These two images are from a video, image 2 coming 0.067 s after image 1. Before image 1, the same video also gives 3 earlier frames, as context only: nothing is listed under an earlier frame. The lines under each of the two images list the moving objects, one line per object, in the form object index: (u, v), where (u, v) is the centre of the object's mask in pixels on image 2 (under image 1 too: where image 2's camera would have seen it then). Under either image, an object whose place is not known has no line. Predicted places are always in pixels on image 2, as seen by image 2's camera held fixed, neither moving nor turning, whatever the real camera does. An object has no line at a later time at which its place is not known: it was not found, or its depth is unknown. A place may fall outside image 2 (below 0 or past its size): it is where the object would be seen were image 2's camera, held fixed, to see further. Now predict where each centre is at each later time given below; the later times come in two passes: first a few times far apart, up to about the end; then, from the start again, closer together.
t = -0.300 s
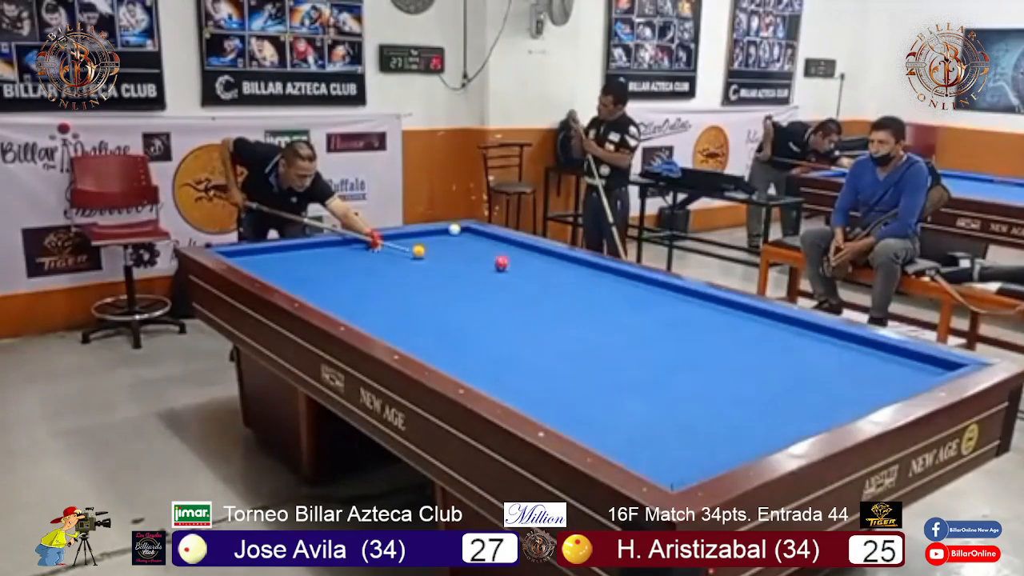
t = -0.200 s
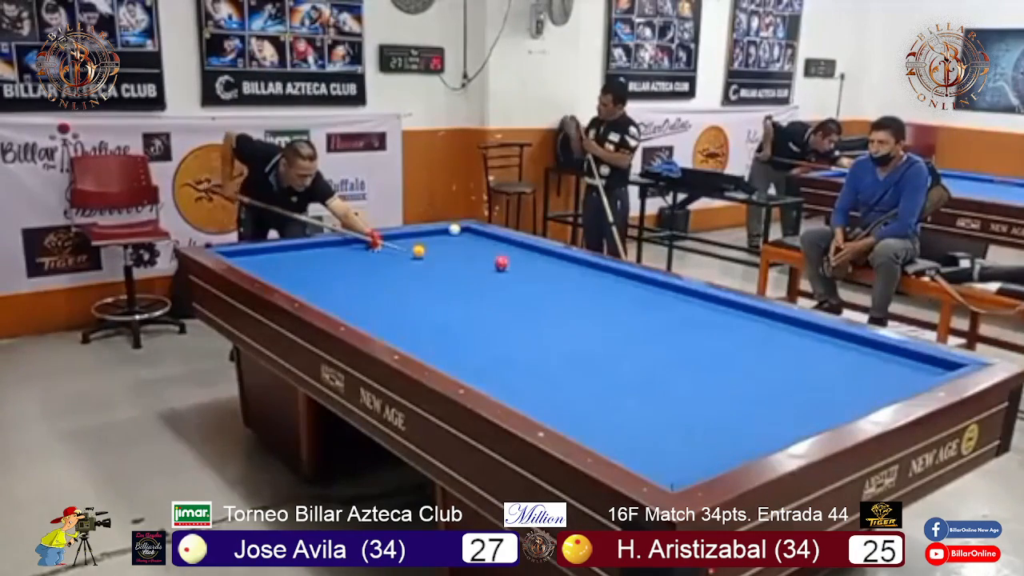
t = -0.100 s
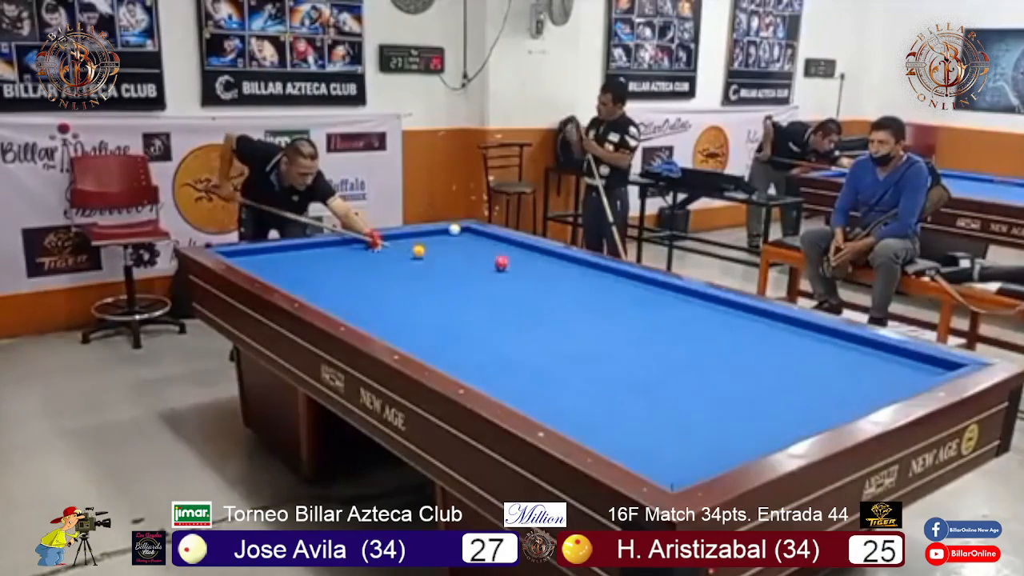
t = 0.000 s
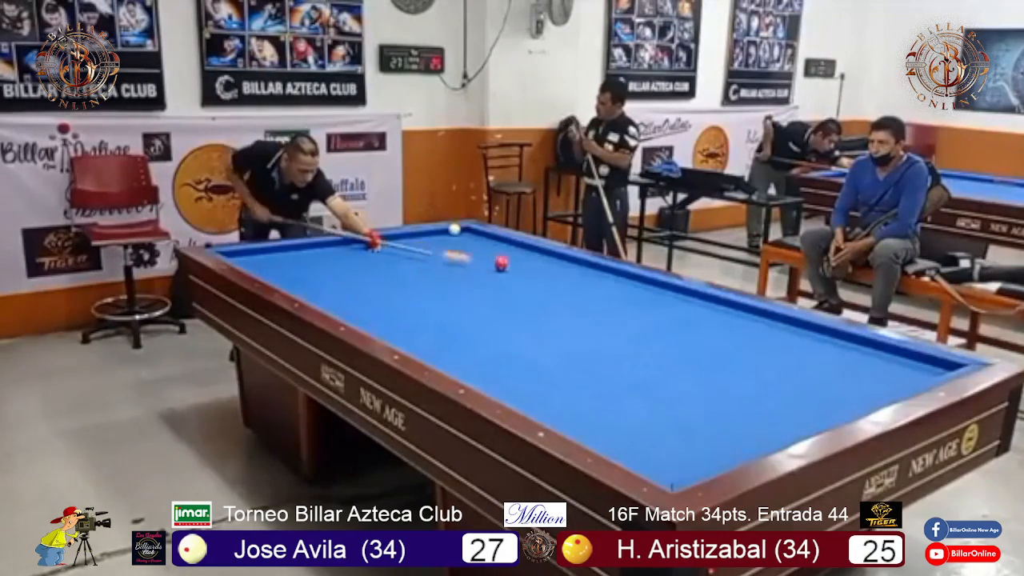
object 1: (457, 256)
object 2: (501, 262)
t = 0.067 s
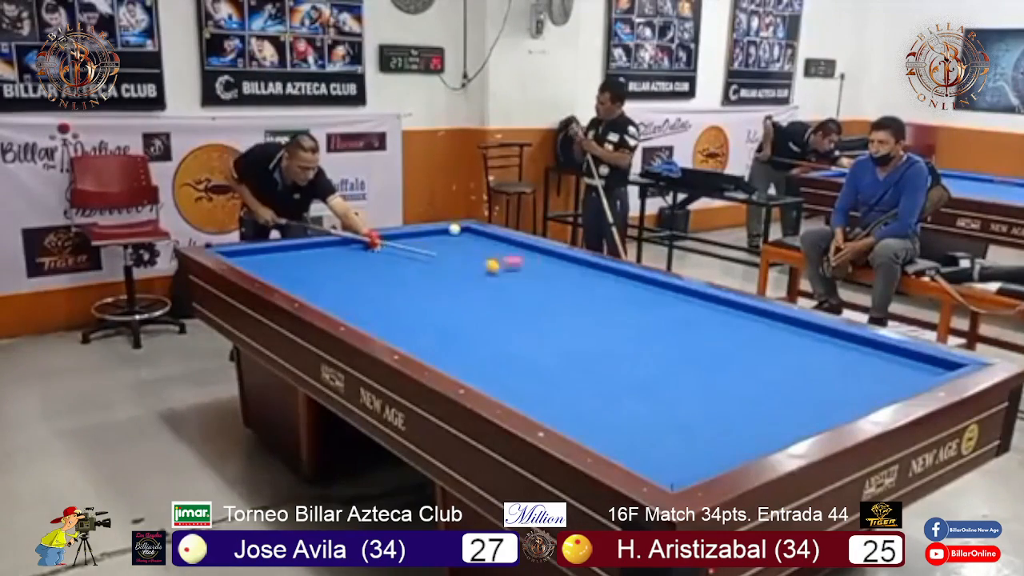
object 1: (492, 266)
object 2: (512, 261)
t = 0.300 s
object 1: (537, 302)
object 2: (571, 264)
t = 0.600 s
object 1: (615, 362)
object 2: (528, 279)
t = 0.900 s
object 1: (722, 447)
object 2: (481, 295)
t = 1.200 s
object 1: (572, 399)
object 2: (426, 315)
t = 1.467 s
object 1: (556, 358)
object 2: (392, 329)
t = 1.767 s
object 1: (541, 322)
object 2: (443, 323)
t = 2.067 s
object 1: (531, 295)
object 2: (486, 318)
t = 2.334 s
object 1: (522, 276)
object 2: (522, 314)
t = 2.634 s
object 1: (514, 256)
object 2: (560, 310)
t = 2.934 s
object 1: (508, 241)
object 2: (594, 306)
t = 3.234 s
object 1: (472, 234)
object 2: (627, 303)
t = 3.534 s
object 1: (442, 230)
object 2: (657, 299)
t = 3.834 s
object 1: (451, 235)
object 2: (686, 296)
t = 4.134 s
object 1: (459, 239)
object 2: (698, 295)
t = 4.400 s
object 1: (466, 242)
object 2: (690, 298)
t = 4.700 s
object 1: (474, 245)
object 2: (682, 301)
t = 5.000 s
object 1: (482, 249)
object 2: (674, 304)
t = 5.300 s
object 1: (491, 254)
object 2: (666, 307)
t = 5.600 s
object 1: (499, 258)
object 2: (659, 309)
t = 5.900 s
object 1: (507, 262)
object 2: (652, 313)
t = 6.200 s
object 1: (514, 266)
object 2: (647, 315)
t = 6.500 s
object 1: (522, 270)
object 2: (641, 317)
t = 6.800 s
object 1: (529, 274)
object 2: (636, 319)
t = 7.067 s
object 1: (536, 277)
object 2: (633, 321)
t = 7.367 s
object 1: (543, 281)
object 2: (630, 322)
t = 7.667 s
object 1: (550, 284)
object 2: (627, 323)
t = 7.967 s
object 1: (557, 287)
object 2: (625, 325)
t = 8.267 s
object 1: (564, 290)
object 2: (625, 325)
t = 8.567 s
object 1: (570, 294)
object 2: (624, 326)
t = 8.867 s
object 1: (576, 296)
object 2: (623, 326)
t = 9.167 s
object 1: (582, 299)
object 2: (624, 326)
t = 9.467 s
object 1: (587, 302)
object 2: (623, 326)
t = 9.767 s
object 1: (592, 304)
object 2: (624, 326)
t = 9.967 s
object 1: (594, 306)
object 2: (624, 326)
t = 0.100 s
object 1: (498, 271)
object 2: (529, 261)
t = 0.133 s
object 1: (504, 276)
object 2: (545, 262)
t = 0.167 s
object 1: (510, 281)
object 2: (560, 261)
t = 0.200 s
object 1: (516, 287)
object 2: (575, 259)
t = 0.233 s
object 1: (523, 291)
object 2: (583, 260)
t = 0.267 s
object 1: (530, 297)
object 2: (577, 261)
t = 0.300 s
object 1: (537, 302)
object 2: (571, 264)
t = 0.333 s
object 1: (544, 308)
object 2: (566, 266)
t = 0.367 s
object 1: (551, 313)
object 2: (561, 268)
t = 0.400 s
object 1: (560, 319)
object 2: (556, 269)
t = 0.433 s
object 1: (568, 326)
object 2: (551, 271)
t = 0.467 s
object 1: (577, 333)
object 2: (547, 272)
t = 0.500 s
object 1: (585, 340)
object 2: (542, 274)
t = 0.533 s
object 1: (595, 346)
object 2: (537, 276)
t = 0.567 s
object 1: (605, 354)
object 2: (533, 277)
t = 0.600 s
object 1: (615, 362)
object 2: (528, 279)
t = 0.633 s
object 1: (626, 370)
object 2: (523, 280)
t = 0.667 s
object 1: (637, 378)
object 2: (518, 282)
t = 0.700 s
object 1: (649, 388)
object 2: (513, 284)
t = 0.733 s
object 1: (663, 398)
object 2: (507, 286)
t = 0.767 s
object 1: (677, 408)
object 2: (502, 288)
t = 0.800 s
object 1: (692, 419)
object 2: (497, 290)
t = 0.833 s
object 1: (708, 431)
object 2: (491, 292)
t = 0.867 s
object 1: (725, 444)
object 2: (487, 294)
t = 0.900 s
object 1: (722, 447)
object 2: (481, 295)
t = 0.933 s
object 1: (693, 445)
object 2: (475, 298)
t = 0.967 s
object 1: (663, 441)
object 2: (470, 299)
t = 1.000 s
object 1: (636, 437)
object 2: (464, 301)
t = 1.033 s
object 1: (609, 433)
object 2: (458, 304)
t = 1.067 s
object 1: (585, 426)
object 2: (452, 306)
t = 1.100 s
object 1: (580, 420)
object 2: (445, 308)
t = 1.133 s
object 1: (577, 413)
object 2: (439, 310)
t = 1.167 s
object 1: (575, 405)
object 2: (433, 313)
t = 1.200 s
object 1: (572, 399)
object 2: (426, 315)
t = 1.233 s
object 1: (570, 393)
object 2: (419, 317)
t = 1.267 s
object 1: (568, 387)
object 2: (412, 320)
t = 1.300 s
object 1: (566, 382)
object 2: (405, 322)
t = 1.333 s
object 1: (564, 377)
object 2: (398, 325)
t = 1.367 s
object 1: (562, 372)
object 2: (392, 327)
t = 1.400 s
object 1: (560, 367)
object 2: (386, 327)
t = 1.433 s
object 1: (558, 362)
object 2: (385, 327)
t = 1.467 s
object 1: (556, 358)
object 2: (392, 329)
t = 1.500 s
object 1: (554, 353)
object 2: (398, 329)
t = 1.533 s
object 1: (552, 349)
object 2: (405, 328)
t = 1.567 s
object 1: (551, 345)
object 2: (411, 328)
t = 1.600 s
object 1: (549, 341)
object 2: (416, 327)
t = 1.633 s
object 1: (547, 337)
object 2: (421, 326)
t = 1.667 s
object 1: (546, 333)
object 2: (427, 326)
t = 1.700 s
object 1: (544, 330)
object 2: (432, 325)
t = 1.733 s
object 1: (543, 326)
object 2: (437, 324)
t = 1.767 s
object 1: (541, 322)
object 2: (443, 323)
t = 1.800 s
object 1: (540, 319)
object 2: (447, 322)
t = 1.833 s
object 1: (539, 315)
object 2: (452, 322)
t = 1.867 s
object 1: (537, 312)
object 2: (458, 322)
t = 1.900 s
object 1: (536, 309)
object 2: (462, 321)
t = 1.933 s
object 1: (535, 306)
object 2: (467, 320)
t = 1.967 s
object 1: (534, 303)
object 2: (472, 320)
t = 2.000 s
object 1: (532, 300)
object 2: (476, 319)
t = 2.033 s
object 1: (531, 297)
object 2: (481, 319)
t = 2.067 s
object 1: (531, 295)
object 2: (486, 318)
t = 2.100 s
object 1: (529, 292)
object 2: (490, 318)
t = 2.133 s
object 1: (528, 289)
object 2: (495, 317)
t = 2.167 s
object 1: (527, 287)
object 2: (500, 316)
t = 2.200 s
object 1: (526, 285)
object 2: (504, 316)
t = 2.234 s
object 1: (525, 282)
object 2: (508, 316)
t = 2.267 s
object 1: (524, 280)
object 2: (513, 315)
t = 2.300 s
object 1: (523, 277)
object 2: (517, 315)
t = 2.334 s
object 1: (522, 276)
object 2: (522, 314)
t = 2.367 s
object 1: (521, 273)
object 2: (526, 314)
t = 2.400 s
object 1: (520, 271)
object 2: (531, 313)
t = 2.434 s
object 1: (520, 268)
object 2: (535, 313)
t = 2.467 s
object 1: (519, 266)
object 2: (539, 312)
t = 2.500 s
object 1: (518, 264)
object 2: (543, 312)
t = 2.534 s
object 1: (517, 262)
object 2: (547, 311)
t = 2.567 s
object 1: (516, 260)
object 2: (552, 311)
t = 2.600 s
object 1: (515, 258)
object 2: (555, 310)
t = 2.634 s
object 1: (514, 256)
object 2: (560, 310)
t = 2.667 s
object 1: (514, 254)
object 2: (564, 309)
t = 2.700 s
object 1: (513, 253)
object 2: (568, 308)
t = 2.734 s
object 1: (512, 251)
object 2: (571, 308)
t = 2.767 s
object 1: (512, 250)
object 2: (576, 308)
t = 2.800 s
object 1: (511, 248)
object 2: (579, 308)
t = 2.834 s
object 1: (510, 246)
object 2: (583, 307)
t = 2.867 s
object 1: (509, 244)
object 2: (587, 306)
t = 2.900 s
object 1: (509, 243)
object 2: (591, 306)
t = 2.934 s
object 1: (508, 241)
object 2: (594, 306)
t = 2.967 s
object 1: (507, 239)
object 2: (598, 305)
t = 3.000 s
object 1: (505, 238)
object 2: (602, 305)
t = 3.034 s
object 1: (499, 238)
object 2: (606, 305)
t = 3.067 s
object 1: (494, 237)
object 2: (609, 304)
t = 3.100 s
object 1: (489, 237)
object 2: (613, 304)
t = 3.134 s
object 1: (485, 236)
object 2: (617, 303)
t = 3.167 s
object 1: (481, 235)
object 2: (620, 303)
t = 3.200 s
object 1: (476, 235)
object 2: (624, 303)
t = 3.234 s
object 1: (472, 234)
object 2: (627, 303)
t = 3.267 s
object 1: (468, 233)
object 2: (631, 303)
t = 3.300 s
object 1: (464, 233)
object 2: (634, 302)
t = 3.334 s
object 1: (459, 232)
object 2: (638, 302)
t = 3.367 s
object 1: (455, 230)
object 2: (641, 301)
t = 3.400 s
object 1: (452, 230)
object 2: (644, 301)
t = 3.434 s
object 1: (450, 229)
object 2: (647, 301)
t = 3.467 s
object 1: (442, 230)
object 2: (651, 301)
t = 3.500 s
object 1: (441, 230)
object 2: (654, 300)
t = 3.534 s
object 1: (442, 230)
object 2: (657, 299)
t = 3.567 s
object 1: (443, 231)
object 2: (660, 298)
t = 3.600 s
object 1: (444, 231)
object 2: (663, 298)
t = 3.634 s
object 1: (444, 232)
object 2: (667, 298)
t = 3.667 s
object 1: (445, 232)
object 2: (670, 298)
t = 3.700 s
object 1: (447, 232)
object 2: (673, 298)
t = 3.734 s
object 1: (447, 233)
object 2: (676, 297)
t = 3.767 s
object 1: (448, 233)
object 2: (680, 297)
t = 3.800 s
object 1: (449, 234)
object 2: (683, 296)
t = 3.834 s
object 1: (451, 235)
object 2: (686, 296)
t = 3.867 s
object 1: (452, 235)
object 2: (689, 296)
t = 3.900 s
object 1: (453, 235)
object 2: (692, 296)
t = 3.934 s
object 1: (454, 233)
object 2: (695, 295)
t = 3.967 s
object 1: (455, 233)
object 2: (698, 294)
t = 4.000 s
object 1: (455, 235)
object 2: (701, 294)
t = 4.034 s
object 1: (456, 237)
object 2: (701, 294)
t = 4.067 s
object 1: (457, 238)
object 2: (700, 294)
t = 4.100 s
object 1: (458, 238)
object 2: (699, 294)
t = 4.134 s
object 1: (459, 239)
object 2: (698, 295)
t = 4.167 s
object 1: (460, 239)
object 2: (698, 295)
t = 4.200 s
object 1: (461, 240)
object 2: (697, 295)
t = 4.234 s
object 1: (462, 240)
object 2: (696, 296)
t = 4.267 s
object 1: (463, 240)
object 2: (695, 296)
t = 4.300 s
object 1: (464, 241)
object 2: (693, 296)
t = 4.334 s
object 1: (465, 241)
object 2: (692, 297)
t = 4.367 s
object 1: (465, 241)
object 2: (691, 297)
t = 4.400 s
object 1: (466, 242)
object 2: (690, 298)
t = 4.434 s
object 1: (467, 242)
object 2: (689, 298)
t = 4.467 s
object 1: (468, 242)
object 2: (688, 299)
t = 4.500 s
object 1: (469, 243)
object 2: (687, 299)
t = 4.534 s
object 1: (470, 244)
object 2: (686, 299)
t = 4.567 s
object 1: (471, 244)
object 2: (685, 299)
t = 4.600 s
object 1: (472, 244)
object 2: (684, 300)
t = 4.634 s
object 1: (473, 245)
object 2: (683, 301)
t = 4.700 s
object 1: (474, 245)
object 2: (682, 301)
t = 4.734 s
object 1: (475, 246)
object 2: (681, 301)
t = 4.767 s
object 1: (476, 246)
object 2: (681, 302)
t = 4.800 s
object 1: (477, 246)
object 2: (680, 302)
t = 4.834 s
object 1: (478, 247)
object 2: (679, 302)
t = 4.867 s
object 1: (479, 247)
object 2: (678, 302)
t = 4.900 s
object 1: (479, 248)
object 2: (677, 303)
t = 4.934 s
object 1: (480, 248)
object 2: (676, 303)
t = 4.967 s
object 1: (481, 249)
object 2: (675, 303)
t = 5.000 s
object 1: (482, 249)
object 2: (674, 304)
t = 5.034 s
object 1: (483, 250)
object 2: (673, 304)
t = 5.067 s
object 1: (484, 251)
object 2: (672, 305)
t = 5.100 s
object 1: (485, 251)
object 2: (671, 305)
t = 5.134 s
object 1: (486, 251)
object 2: (670, 305)
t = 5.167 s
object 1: (487, 252)
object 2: (670, 305)
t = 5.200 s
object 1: (488, 252)
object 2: (669, 306)
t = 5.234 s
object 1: (489, 253)
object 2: (668, 306)
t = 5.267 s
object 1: (490, 253)
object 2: (667, 306)
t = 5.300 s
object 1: (491, 254)
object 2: (666, 307)
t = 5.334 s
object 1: (492, 254)
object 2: (665, 307)
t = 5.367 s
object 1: (493, 255)
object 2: (665, 308)
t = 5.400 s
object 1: (493, 255)
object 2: (664, 308)
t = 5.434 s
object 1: (495, 256)
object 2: (662, 308)
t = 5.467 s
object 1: (495, 256)
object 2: (662, 308)
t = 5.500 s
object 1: (496, 256)
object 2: (661, 309)
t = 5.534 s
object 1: (497, 257)
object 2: (661, 309)
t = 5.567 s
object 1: (498, 257)
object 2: (660, 309)
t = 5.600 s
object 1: (499, 258)
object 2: (659, 309)
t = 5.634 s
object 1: (500, 258)
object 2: (658, 310)
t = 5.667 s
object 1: (500, 259)
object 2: (657, 310)
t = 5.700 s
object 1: (501, 259)
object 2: (657, 310)
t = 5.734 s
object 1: (502, 259)
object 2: (656, 311)
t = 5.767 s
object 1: (503, 260)
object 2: (655, 311)
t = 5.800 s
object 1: (504, 260)
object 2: (654, 311)
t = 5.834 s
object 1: (505, 261)
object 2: (654, 311)
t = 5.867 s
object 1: (506, 261)
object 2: (653, 312)
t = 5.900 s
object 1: (507, 262)
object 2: (652, 313)
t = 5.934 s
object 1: (508, 263)
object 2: (652, 313)
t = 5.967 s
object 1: (508, 263)
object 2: (651, 313)
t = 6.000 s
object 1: (509, 264)
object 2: (650, 313)
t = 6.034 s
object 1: (510, 264)
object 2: (650, 314)
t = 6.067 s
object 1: (511, 265)
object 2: (649, 314)
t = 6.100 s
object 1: (512, 265)
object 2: (648, 314)
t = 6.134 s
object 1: (512, 265)
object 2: (648, 315)
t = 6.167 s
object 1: (513, 266)
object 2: (647, 315)
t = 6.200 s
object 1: (514, 266)
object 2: (647, 315)
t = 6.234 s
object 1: (515, 267)
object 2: (646, 315)
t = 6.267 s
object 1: (516, 267)
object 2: (645, 315)
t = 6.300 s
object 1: (517, 267)
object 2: (645, 315)
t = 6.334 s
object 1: (517, 268)
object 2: (644, 315)
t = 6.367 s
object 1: (518, 268)
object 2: (644, 316)
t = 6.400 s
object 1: (519, 269)
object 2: (643, 316)
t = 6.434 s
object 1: (520, 269)
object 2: (642, 316)
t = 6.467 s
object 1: (521, 269)
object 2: (641, 317)
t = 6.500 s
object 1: (522, 270)
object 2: (641, 317)
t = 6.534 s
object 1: (523, 270)
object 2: (641, 317)
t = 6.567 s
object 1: (523, 271)
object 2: (640, 317)
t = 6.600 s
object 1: (524, 271)
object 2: (640, 318)
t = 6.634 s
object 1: (525, 272)
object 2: (639, 318)
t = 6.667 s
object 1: (526, 272)
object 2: (638, 318)
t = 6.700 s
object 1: (527, 273)
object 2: (638, 319)
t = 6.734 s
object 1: (528, 273)
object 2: (637, 319)
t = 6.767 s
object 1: (528, 274)
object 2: (637, 319)
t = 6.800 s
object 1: (529, 274)
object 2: (636, 319)
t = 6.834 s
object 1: (530, 274)
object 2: (636, 319)
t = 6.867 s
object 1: (531, 275)
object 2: (635, 319)
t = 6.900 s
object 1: (532, 275)
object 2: (635, 320)
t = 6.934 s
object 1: (533, 276)
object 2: (634, 320)
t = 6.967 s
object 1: (534, 276)
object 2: (634, 320)
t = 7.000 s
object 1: (534, 276)
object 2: (634, 321)
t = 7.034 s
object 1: (535, 277)
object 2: (633, 321)
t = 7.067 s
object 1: (536, 277)
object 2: (633, 321)
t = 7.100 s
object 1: (537, 278)
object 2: (632, 321)
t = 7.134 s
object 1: (538, 278)
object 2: (632, 321)
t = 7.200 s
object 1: (539, 278)
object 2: (632, 321)
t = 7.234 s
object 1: (540, 279)
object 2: (631, 321)
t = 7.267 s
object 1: (540, 279)
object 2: (631, 322)
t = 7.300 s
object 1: (541, 280)
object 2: (630, 322)
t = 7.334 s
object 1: (542, 280)
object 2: (630, 322)
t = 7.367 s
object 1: (543, 281)
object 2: (630, 322)
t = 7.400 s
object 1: (544, 281)
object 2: (630, 322)
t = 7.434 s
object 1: (544, 281)
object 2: (629, 322)
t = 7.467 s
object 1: (545, 281)
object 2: (629, 322)
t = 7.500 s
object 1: (546, 282)
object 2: (629, 322)
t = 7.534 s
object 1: (547, 282)
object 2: (629, 322)
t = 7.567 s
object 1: (548, 283)
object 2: (628, 323)
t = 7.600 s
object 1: (548, 283)
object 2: (628, 323)
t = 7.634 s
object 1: (549, 284)
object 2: (628, 323)
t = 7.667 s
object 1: (550, 284)
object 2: (627, 323)
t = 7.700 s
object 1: (551, 284)
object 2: (627, 323)
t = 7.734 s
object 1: (552, 285)
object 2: (627, 324)
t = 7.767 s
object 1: (552, 285)
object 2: (627, 324)
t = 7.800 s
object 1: (553, 285)
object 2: (627, 324)
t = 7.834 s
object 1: (554, 286)
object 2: (626, 324)
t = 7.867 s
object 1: (555, 286)
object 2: (626, 324)
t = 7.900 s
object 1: (556, 287)
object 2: (626, 324)
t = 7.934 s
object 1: (556, 287)
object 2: (626, 325)
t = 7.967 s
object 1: (557, 287)
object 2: (625, 325)
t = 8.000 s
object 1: (558, 288)
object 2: (625, 325)
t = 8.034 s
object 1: (559, 288)
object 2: (625, 325)
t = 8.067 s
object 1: (559, 288)
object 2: (625, 325)
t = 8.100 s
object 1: (560, 288)
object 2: (625, 325)
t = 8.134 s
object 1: (561, 289)
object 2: (625, 325)
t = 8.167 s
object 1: (561, 289)
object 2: (625, 325)
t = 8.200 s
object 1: (562, 289)
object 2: (625, 325)
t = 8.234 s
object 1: (563, 290)
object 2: (625, 325)
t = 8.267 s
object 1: (564, 290)
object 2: (625, 325)
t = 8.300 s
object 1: (565, 291)
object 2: (624, 326)
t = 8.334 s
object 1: (565, 291)
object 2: (624, 326)
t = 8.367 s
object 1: (566, 291)
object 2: (624, 326)
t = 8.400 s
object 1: (567, 292)
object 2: (624, 326)
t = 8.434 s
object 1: (568, 292)
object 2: (624, 326)
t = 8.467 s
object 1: (568, 293)
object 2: (624, 326)
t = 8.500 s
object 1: (569, 293)
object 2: (624, 326)
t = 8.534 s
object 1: (570, 293)
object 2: (624, 326)
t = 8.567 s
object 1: (570, 294)
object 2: (624, 326)
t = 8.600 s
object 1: (571, 294)
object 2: (624, 326)
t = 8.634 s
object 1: (572, 294)
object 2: (624, 326)
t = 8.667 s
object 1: (572, 295)
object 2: (624, 326)
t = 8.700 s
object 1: (573, 295)
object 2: (623, 326)
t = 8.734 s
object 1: (574, 295)
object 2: (623, 326)
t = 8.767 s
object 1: (574, 296)
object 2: (623, 326)
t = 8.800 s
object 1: (575, 296)
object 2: (623, 326)
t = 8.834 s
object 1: (576, 296)
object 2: (623, 326)
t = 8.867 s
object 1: (576, 296)
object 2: (623, 326)
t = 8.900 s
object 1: (577, 297)
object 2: (623, 326)
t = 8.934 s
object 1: (578, 297)
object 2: (623, 326)
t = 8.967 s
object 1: (578, 297)
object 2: (623, 326)
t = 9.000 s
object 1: (579, 298)
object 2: (623, 326)
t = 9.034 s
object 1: (580, 298)
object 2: (623, 326)
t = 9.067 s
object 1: (580, 298)
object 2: (623, 326)
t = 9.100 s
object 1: (581, 299)
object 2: (624, 326)
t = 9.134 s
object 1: (582, 299)
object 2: (623, 326)
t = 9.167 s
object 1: (582, 299)
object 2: (624, 326)
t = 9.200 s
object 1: (583, 300)
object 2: (623, 326)
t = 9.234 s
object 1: (583, 300)
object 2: (623, 326)
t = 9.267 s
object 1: (584, 300)
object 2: (623, 326)
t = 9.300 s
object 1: (584, 301)
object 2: (623, 326)
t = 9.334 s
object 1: (585, 301)
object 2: (623, 326)
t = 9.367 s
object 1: (586, 301)
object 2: (623, 326)
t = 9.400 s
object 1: (586, 301)
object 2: (623, 326)
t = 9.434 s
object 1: (587, 301)
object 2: (623, 326)
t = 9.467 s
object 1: (587, 302)
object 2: (623, 326)
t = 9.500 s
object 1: (588, 302)
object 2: (623, 326)
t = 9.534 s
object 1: (588, 302)
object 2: (624, 326)
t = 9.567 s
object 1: (589, 303)
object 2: (624, 326)
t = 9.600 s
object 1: (590, 303)
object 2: (624, 326)
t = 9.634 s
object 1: (590, 303)
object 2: (624, 326)
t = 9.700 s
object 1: (591, 304)
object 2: (623, 326)
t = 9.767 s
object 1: (592, 304)
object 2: (624, 326)
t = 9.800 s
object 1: (592, 304)
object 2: (624, 326)
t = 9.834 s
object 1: (592, 305)
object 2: (624, 326)
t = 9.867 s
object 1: (593, 305)
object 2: (624, 326)
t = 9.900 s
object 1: (593, 305)
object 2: (624, 326)
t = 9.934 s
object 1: (594, 305)
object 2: (624, 326)
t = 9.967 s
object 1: (594, 306)
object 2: (624, 326)
